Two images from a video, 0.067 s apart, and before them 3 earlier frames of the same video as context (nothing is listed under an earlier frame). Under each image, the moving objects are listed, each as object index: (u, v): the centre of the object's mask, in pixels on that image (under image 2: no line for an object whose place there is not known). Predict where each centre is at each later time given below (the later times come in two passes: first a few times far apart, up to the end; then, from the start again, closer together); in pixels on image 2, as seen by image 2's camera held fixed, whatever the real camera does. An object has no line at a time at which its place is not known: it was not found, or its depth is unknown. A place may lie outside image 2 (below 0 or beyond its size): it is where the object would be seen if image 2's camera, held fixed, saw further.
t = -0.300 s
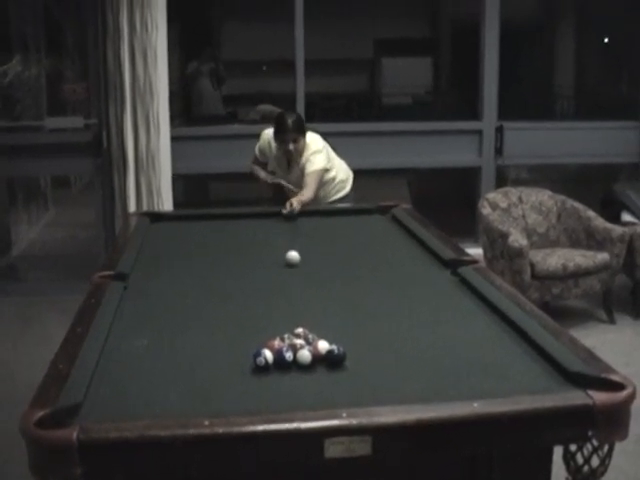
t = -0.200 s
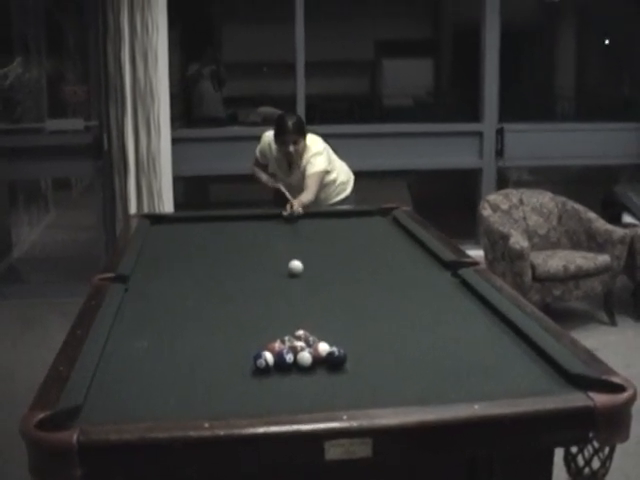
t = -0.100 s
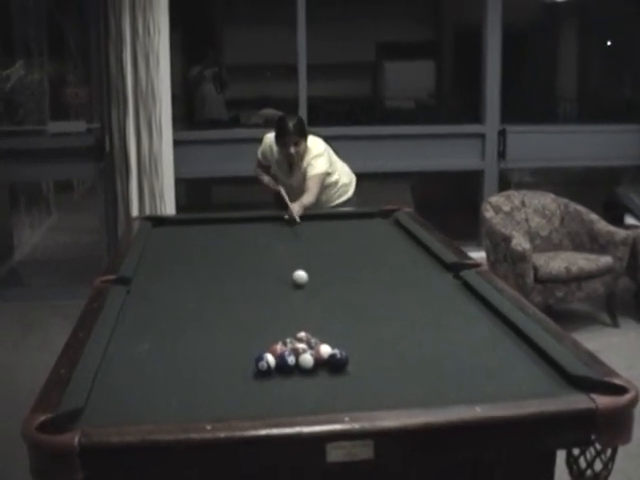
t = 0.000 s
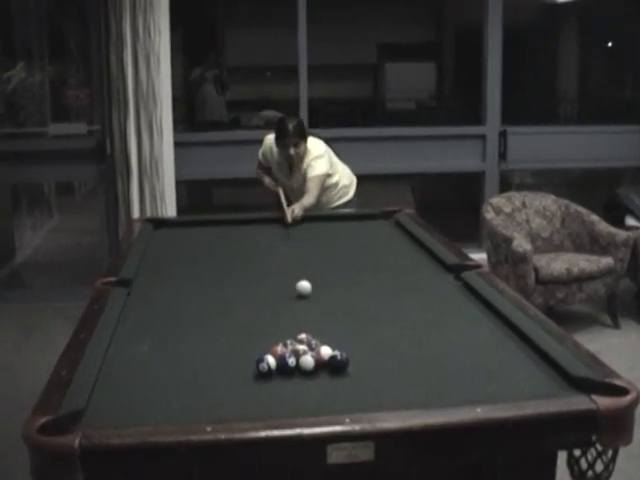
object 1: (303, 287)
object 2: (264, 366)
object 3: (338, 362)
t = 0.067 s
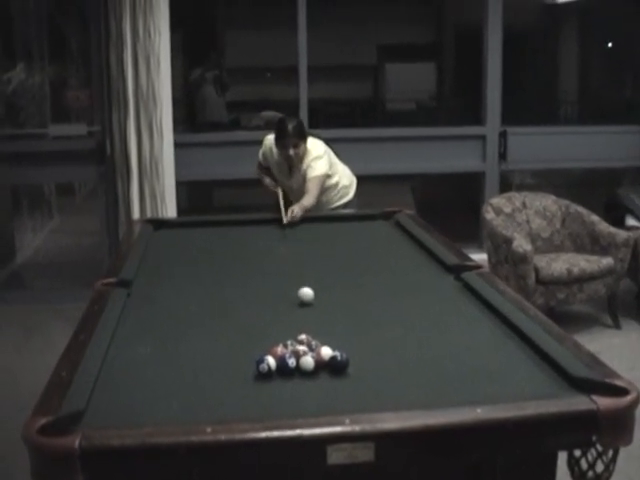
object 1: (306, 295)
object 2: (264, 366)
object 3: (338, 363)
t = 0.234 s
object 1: (311, 311)
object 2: (264, 367)
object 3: (338, 363)
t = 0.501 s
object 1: (327, 339)
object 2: (263, 366)
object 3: (340, 363)
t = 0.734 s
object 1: (369, 359)
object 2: (260, 369)
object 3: (347, 367)
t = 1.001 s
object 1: (421, 382)
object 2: (259, 372)
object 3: (354, 370)
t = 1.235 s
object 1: (458, 389)
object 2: (257, 372)
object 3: (359, 372)
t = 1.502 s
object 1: (470, 372)
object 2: (260, 370)
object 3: (364, 374)
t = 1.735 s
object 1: (479, 359)
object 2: (260, 370)
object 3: (366, 376)
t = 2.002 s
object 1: (489, 347)
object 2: (260, 370)
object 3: (365, 378)
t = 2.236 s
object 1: (497, 337)
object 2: (260, 370)
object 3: (365, 377)
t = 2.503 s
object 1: (504, 327)
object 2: (260, 370)
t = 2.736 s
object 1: (494, 322)
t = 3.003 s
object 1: (482, 317)
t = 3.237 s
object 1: (472, 313)
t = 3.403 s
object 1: (467, 311)
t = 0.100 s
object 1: (307, 298)
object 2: (264, 366)
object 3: (338, 362)
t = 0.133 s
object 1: (308, 301)
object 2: (264, 366)
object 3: (338, 363)
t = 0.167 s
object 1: (309, 304)
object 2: (264, 366)
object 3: (338, 362)
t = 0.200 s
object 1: (310, 308)
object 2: (264, 367)
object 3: (338, 362)
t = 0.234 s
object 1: (311, 311)
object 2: (264, 367)
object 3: (338, 363)
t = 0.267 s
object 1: (312, 315)
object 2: (264, 367)
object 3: (338, 362)
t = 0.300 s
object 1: (313, 319)
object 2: (264, 367)
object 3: (338, 362)
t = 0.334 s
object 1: (314, 323)
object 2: (263, 367)
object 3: (338, 363)
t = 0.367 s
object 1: (315, 326)
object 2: (263, 367)
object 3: (338, 362)
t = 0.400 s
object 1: (317, 330)
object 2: (264, 367)
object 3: (338, 363)
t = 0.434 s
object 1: (318, 334)
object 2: (264, 367)
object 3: (338, 363)
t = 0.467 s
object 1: (322, 337)
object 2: (263, 367)
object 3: (338, 363)
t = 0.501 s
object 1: (327, 339)
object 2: (263, 366)
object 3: (340, 363)
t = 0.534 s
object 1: (333, 341)
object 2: (263, 366)
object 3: (341, 363)
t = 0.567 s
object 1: (339, 343)
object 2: (263, 367)
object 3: (342, 363)
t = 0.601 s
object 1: (345, 346)
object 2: (263, 367)
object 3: (343, 364)
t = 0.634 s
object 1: (351, 349)
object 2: (262, 368)
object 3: (345, 365)
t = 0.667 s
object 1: (357, 352)
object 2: (261, 369)
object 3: (345, 365)
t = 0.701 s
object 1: (363, 355)
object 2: (261, 369)
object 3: (346, 366)
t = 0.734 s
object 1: (369, 359)
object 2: (260, 369)
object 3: (347, 367)
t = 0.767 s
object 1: (375, 362)
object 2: (262, 369)
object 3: (348, 367)
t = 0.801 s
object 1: (381, 364)
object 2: (260, 370)
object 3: (349, 367)
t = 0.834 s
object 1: (388, 368)
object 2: (259, 370)
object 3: (350, 368)
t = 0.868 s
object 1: (394, 370)
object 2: (260, 370)
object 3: (351, 368)
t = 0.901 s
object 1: (401, 373)
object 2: (259, 370)
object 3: (352, 368)
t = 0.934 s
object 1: (407, 376)
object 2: (259, 370)
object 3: (353, 369)
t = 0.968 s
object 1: (415, 379)
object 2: (259, 371)
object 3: (354, 369)
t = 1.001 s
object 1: (421, 382)
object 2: (259, 372)
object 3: (354, 370)
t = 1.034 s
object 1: (428, 385)
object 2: (259, 371)
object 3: (355, 370)
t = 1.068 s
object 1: (435, 388)
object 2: (258, 372)
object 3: (356, 371)
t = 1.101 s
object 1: (442, 390)
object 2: (258, 372)
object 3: (356, 371)
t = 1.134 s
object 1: (450, 393)
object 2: (258, 372)
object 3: (357, 371)
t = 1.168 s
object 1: (455, 393)
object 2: (258, 372)
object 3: (358, 371)
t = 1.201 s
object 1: (456, 391)
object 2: (257, 372)
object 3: (359, 371)
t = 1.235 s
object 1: (458, 389)
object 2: (257, 372)
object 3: (359, 372)
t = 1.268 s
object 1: (459, 387)
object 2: (258, 372)
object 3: (360, 372)
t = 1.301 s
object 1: (461, 385)
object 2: (260, 370)
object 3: (360, 372)
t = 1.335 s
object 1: (462, 383)
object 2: (260, 371)
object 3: (361, 373)
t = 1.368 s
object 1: (464, 380)
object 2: (260, 371)
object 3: (361, 373)
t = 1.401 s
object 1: (466, 379)
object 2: (260, 370)
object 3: (362, 374)
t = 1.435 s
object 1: (467, 377)
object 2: (260, 370)
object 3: (363, 374)
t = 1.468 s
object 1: (469, 375)
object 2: (260, 370)
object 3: (363, 374)
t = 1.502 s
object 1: (470, 372)
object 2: (260, 370)
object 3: (364, 374)
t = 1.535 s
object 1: (471, 370)
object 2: (260, 370)
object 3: (364, 374)
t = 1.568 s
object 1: (473, 368)
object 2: (260, 370)
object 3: (365, 375)
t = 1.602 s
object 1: (474, 367)
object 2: (260, 370)
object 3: (365, 375)
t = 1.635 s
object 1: (475, 365)
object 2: (260, 370)
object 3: (365, 375)
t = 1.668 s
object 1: (477, 363)
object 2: (260, 370)
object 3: (365, 376)
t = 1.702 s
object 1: (478, 361)
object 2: (260, 370)
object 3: (365, 376)
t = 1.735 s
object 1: (479, 359)
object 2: (260, 370)
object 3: (366, 376)
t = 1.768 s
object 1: (481, 358)
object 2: (260, 370)
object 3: (366, 377)
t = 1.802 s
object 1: (482, 356)
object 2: (260, 370)
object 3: (366, 377)
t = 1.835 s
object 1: (483, 355)
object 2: (260, 370)
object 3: (366, 377)
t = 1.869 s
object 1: (484, 353)
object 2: (260, 370)
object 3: (366, 377)
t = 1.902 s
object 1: (485, 352)
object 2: (260, 370)
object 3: (366, 378)
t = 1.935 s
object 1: (487, 350)
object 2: (260, 370)
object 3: (366, 377)
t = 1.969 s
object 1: (488, 348)
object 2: (260, 370)
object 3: (366, 378)
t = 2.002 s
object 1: (489, 347)
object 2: (260, 370)
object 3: (365, 378)
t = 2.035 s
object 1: (490, 345)
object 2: (260, 370)
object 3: (365, 377)
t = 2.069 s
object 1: (491, 344)
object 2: (260, 370)
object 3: (365, 378)
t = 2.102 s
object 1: (492, 343)
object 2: (260, 370)
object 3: (365, 377)
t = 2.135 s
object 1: (493, 341)
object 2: (260, 369)
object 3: (365, 377)
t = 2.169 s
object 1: (494, 340)
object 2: (260, 370)
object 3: (365, 378)
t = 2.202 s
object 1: (495, 338)
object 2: (260, 370)
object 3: (365, 377)
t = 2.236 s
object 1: (497, 337)
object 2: (260, 370)
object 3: (365, 377)
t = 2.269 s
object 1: (497, 336)
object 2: (260, 370)
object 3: (364, 377)
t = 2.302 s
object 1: (498, 334)
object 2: (260, 370)
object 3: (364, 377)
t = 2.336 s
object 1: (499, 333)
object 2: (260, 370)
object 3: (364, 377)
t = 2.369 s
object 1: (500, 332)
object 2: (260, 370)
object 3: (364, 377)
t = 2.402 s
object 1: (501, 330)
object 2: (260, 370)
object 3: (364, 377)
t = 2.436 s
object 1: (502, 329)
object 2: (260, 369)
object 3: (364, 377)
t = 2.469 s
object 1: (503, 328)
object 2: (260, 370)
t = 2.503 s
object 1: (504, 327)
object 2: (260, 370)
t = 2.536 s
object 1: (504, 326)
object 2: (260, 370)
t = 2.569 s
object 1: (503, 325)
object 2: (260, 370)
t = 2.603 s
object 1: (501, 324)
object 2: (260, 370)
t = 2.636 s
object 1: (499, 324)
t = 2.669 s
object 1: (498, 323)
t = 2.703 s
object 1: (496, 322)
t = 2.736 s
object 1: (494, 322)
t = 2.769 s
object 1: (492, 321)
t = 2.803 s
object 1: (491, 320)
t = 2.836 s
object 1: (490, 320)
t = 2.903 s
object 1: (486, 319)
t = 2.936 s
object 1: (485, 318)
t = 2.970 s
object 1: (483, 317)
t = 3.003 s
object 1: (482, 317)
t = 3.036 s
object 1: (480, 316)
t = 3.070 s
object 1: (479, 316)
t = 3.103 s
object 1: (478, 315)
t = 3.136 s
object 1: (476, 315)
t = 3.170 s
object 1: (475, 314)
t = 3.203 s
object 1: (474, 314)
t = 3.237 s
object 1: (472, 313)
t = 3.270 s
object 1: (471, 313)
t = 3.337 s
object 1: (469, 312)
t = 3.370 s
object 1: (468, 311)
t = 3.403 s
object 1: (467, 311)
